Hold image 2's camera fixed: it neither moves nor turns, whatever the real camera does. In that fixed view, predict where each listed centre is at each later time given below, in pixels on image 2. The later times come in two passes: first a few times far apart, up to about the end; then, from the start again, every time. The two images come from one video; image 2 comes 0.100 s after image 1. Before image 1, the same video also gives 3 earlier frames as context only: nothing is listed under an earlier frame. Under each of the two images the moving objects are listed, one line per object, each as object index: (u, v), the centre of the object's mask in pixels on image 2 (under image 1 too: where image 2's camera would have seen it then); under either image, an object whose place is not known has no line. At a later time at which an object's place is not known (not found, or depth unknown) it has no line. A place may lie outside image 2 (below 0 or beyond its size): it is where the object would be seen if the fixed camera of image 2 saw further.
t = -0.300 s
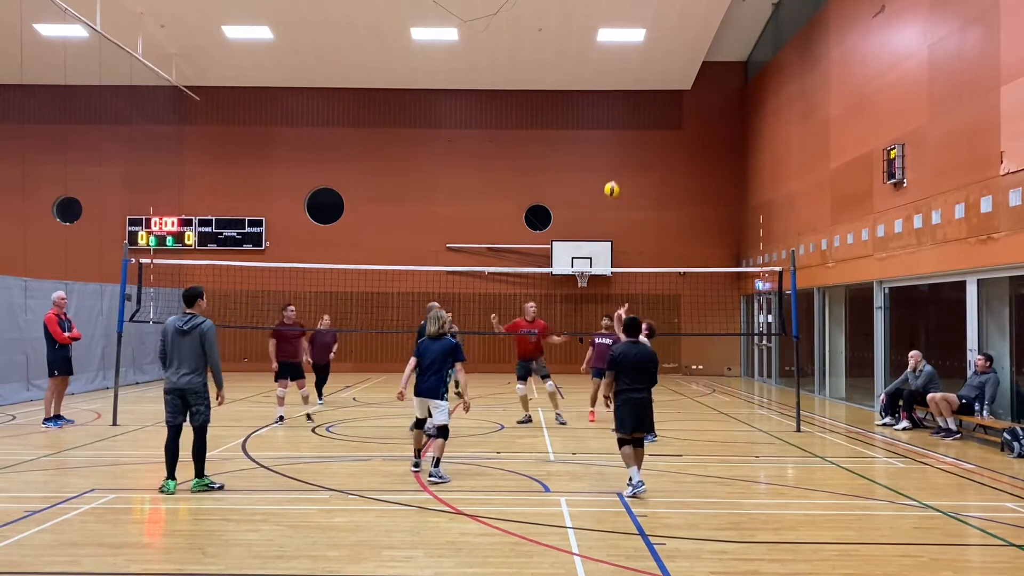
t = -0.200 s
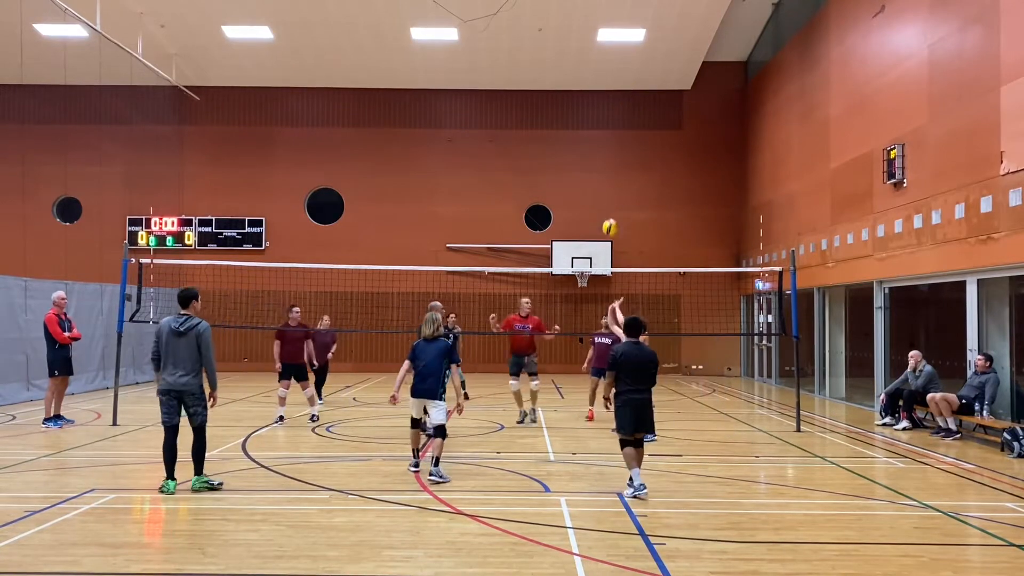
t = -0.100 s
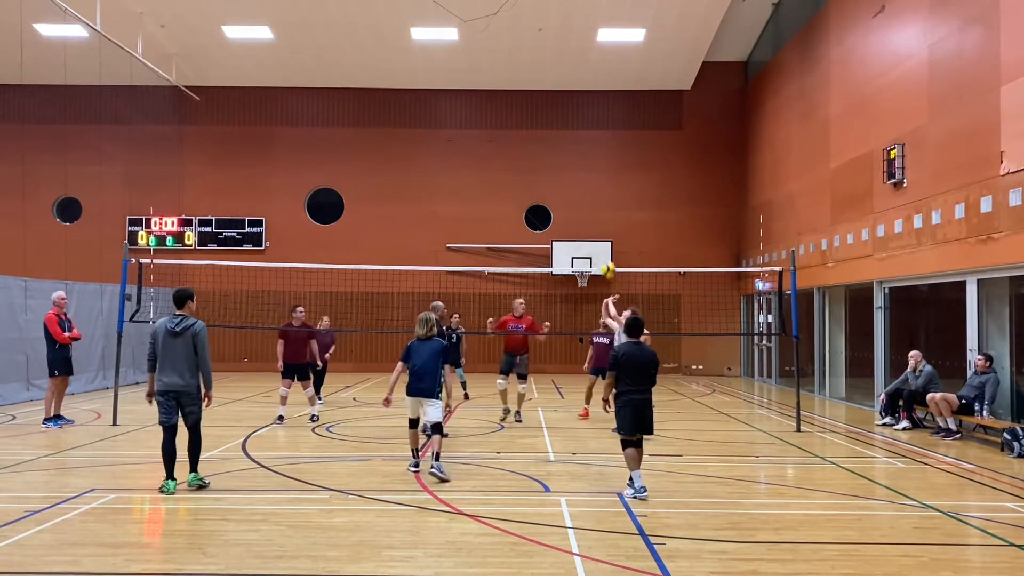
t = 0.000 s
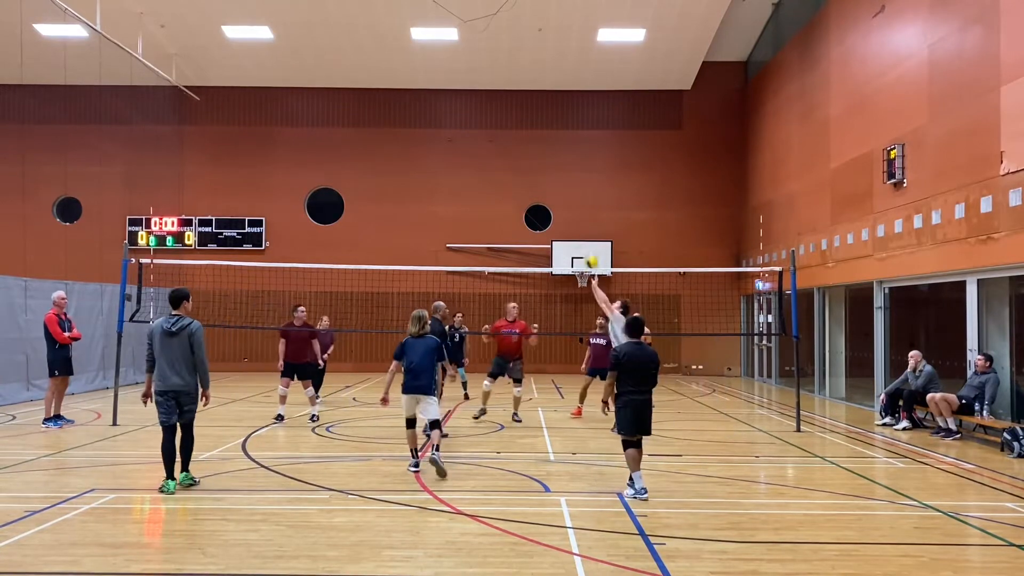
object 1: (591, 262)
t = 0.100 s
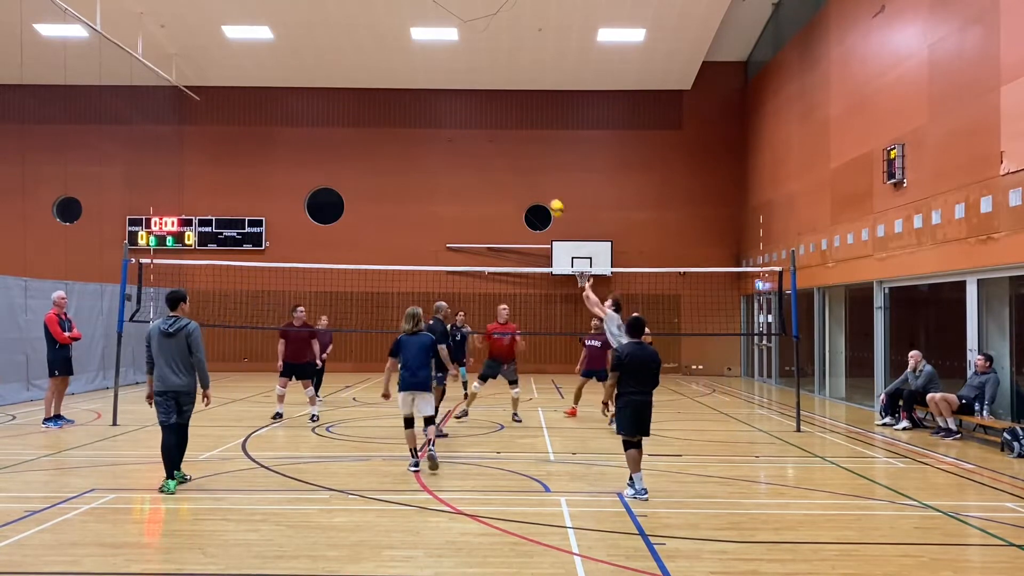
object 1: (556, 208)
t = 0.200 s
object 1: (523, 162)
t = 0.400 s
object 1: (456, 91)
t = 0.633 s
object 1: (376, 45)
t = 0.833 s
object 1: (308, 37)
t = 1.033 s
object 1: (239, 60)
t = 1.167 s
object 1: (193, 92)
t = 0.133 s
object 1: (545, 191)
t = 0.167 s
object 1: (534, 176)
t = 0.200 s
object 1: (523, 162)
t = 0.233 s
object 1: (511, 149)
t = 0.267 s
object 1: (500, 135)
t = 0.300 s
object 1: (489, 123)
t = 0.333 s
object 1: (478, 112)
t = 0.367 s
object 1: (467, 101)
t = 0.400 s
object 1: (456, 91)
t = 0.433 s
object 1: (444, 82)
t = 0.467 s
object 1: (433, 74)
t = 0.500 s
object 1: (422, 66)
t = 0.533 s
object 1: (410, 59)
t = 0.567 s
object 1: (399, 54)
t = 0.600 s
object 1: (388, 50)
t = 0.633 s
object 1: (376, 45)
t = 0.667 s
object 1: (366, 41)
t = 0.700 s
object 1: (354, 39)
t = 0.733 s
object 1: (342, 38)
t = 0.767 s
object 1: (331, 37)
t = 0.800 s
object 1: (319, 36)
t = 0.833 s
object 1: (308, 37)
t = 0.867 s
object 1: (297, 39)
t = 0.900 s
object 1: (285, 42)
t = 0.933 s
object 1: (275, 45)
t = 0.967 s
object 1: (262, 49)
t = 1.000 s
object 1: (251, 54)
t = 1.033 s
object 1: (239, 60)
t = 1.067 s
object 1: (229, 67)
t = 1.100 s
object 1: (216, 74)
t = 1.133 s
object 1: (205, 83)
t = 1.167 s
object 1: (193, 92)
